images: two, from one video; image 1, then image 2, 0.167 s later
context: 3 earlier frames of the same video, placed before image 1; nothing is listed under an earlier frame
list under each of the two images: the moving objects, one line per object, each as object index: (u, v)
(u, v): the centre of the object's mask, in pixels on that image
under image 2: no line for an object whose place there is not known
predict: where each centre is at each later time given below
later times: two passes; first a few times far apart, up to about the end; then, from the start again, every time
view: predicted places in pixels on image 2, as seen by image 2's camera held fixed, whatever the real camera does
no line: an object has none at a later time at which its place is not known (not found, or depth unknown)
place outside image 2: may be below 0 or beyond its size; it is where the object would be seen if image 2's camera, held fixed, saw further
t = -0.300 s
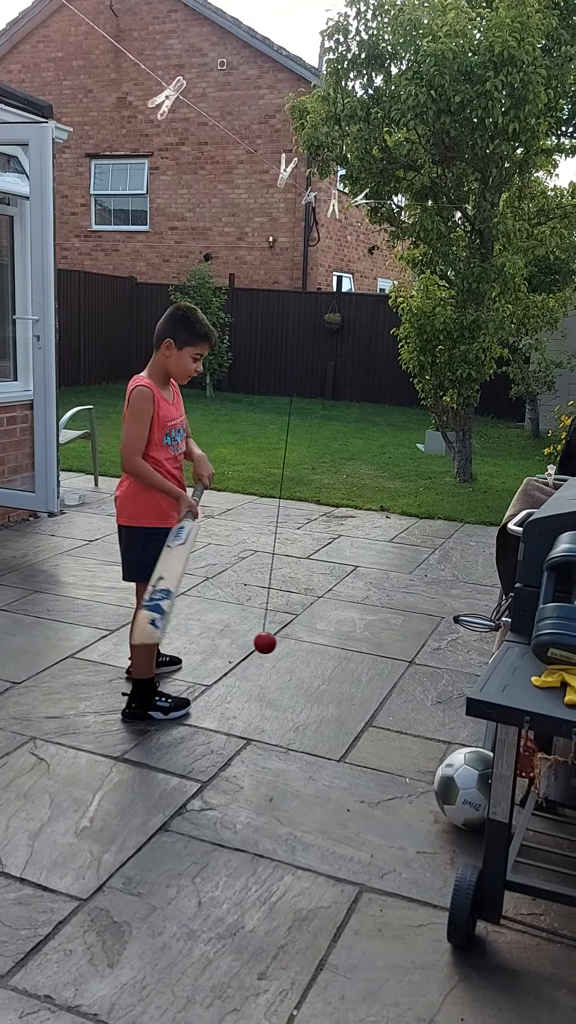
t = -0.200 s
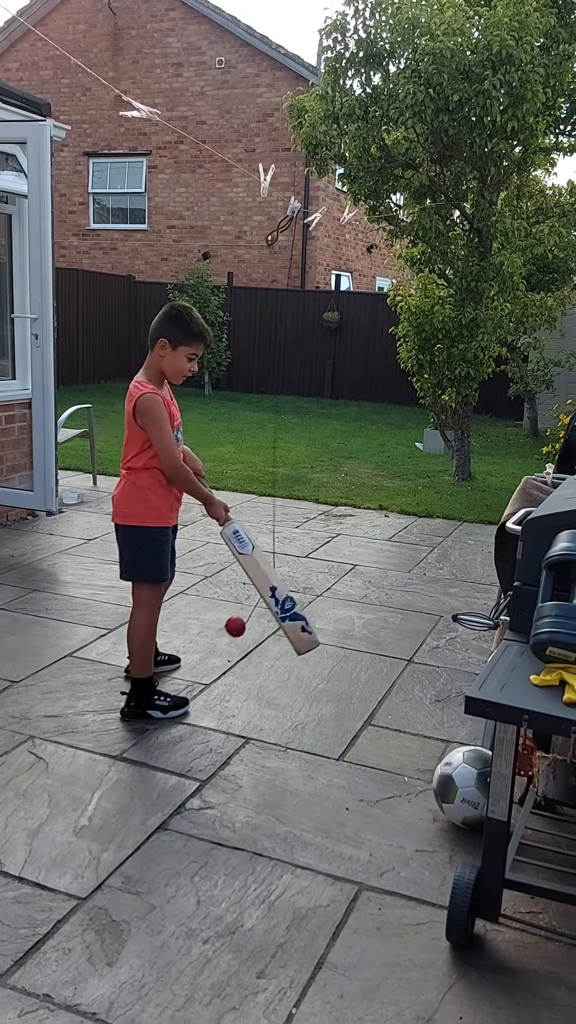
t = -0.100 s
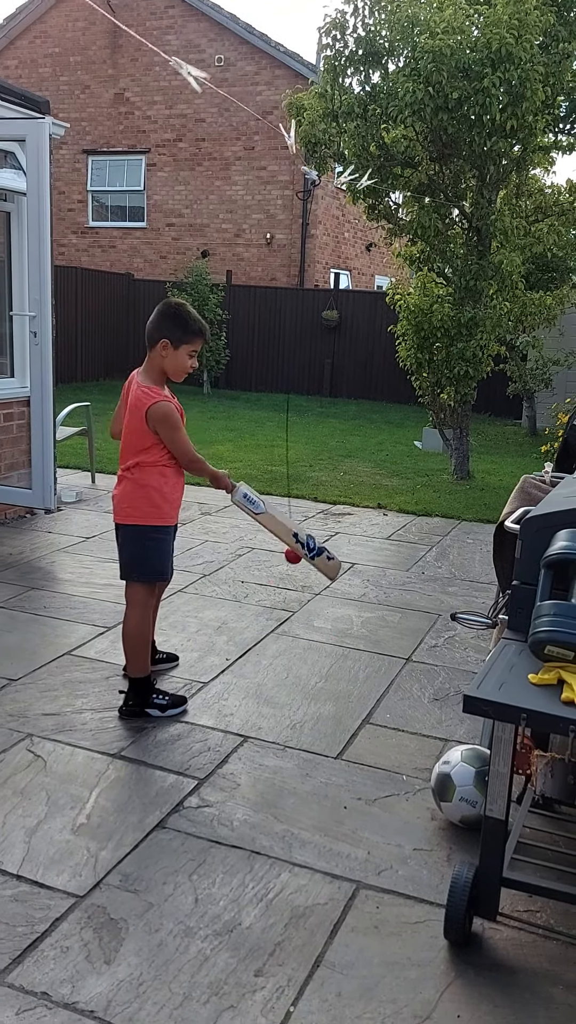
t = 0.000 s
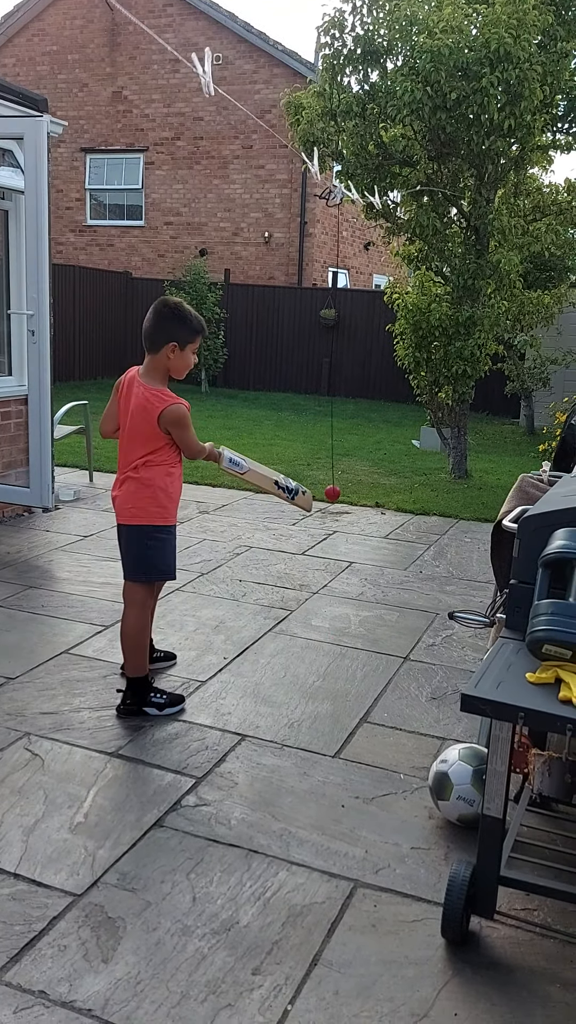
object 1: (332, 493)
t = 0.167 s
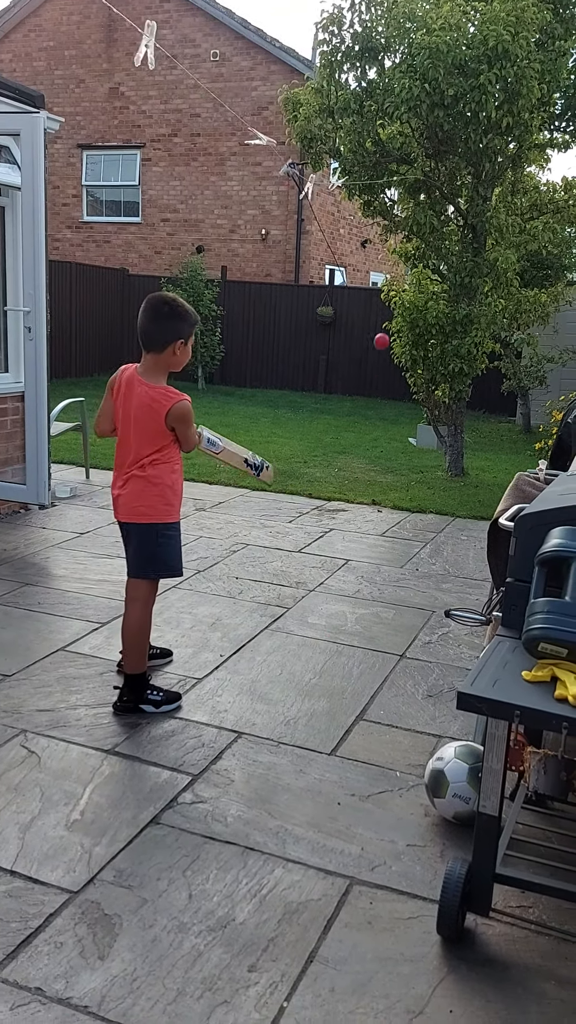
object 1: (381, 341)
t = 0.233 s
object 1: (398, 290)
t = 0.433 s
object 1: (428, 175)
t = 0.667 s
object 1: (444, 154)
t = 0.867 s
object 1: (448, 249)
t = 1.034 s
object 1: (445, 408)
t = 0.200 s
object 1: (390, 315)
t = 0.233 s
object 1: (398, 290)
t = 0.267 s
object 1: (405, 266)
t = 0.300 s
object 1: (411, 244)
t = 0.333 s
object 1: (416, 224)
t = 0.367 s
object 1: (420, 205)
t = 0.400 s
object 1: (424, 189)
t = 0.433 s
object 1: (428, 175)
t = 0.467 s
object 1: (431, 164)
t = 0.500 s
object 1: (434, 155)
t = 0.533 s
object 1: (436, 150)
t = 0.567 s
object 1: (439, 147)
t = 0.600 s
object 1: (441, 146)
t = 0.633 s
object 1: (443, 148)
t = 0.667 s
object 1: (444, 154)
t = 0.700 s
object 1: (446, 162)
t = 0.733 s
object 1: (447, 173)
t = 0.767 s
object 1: (448, 188)
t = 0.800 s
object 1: (449, 205)
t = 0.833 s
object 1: (449, 226)
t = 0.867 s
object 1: (448, 249)
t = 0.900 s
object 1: (449, 276)
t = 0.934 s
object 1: (448, 304)
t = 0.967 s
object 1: (447, 336)
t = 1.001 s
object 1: (446, 371)
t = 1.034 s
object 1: (445, 408)
